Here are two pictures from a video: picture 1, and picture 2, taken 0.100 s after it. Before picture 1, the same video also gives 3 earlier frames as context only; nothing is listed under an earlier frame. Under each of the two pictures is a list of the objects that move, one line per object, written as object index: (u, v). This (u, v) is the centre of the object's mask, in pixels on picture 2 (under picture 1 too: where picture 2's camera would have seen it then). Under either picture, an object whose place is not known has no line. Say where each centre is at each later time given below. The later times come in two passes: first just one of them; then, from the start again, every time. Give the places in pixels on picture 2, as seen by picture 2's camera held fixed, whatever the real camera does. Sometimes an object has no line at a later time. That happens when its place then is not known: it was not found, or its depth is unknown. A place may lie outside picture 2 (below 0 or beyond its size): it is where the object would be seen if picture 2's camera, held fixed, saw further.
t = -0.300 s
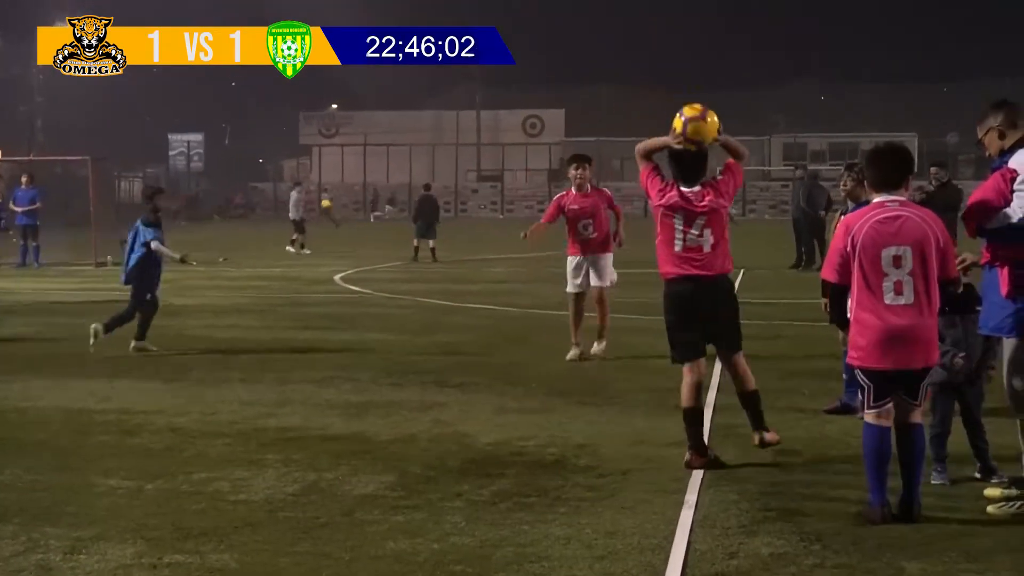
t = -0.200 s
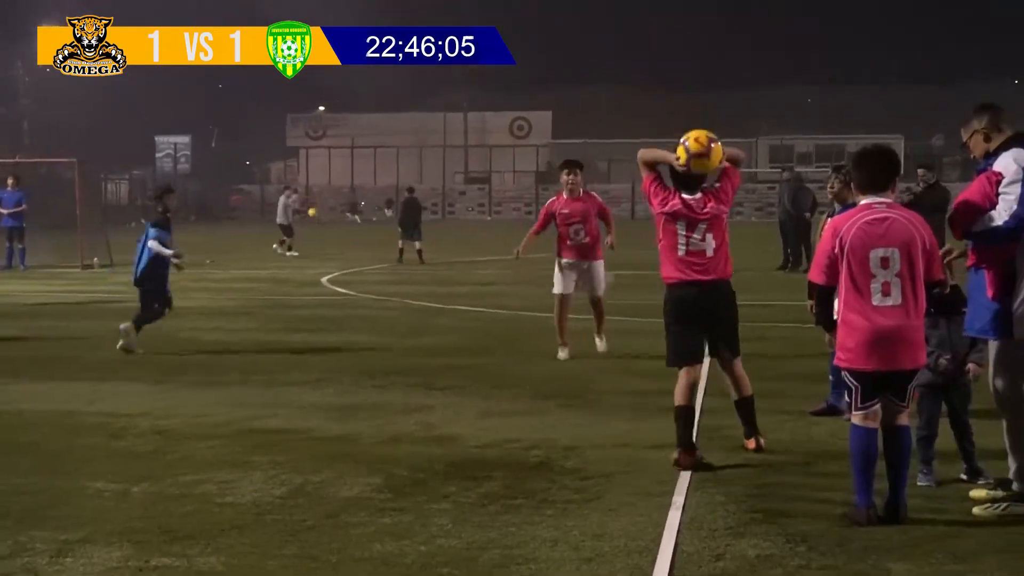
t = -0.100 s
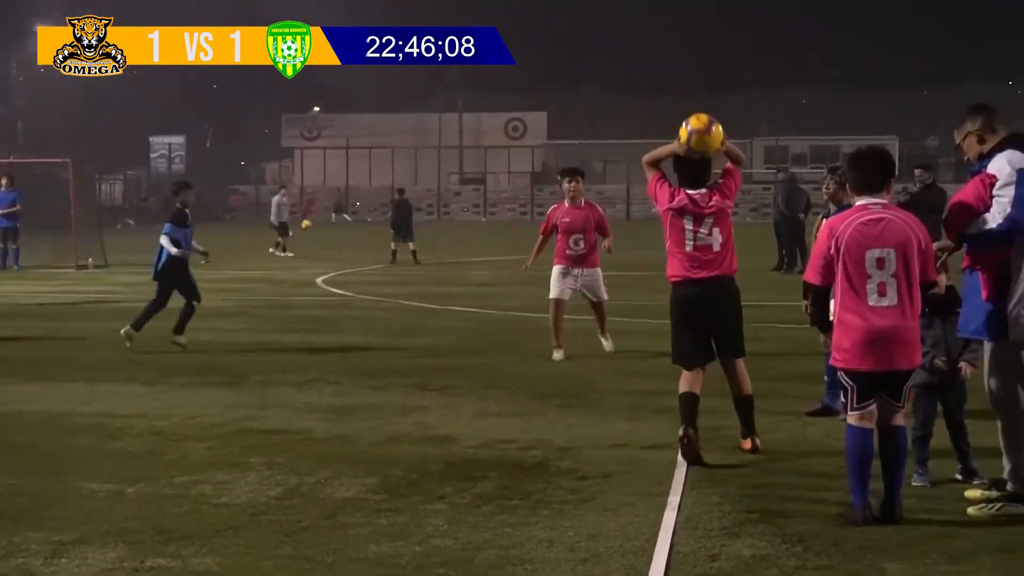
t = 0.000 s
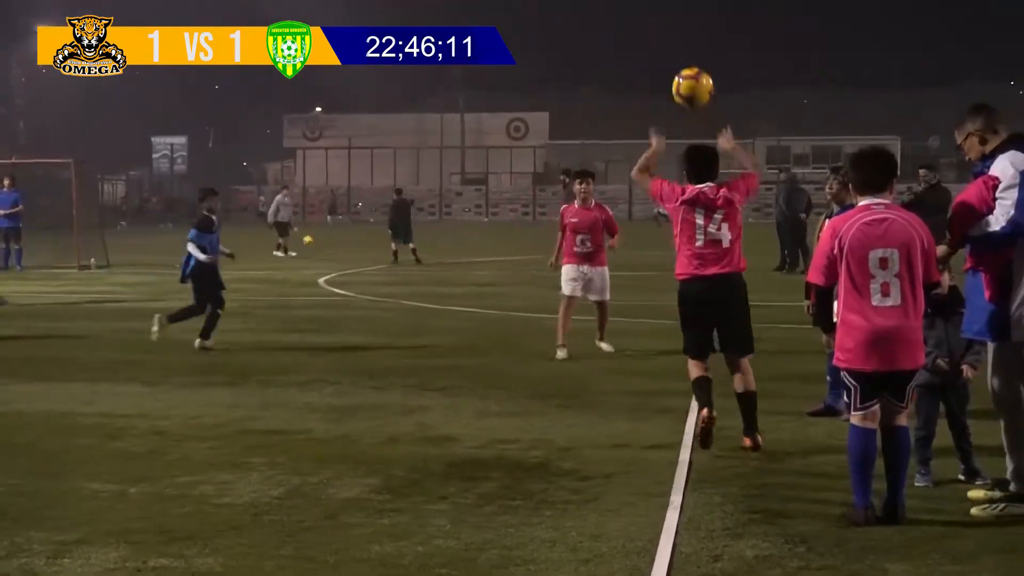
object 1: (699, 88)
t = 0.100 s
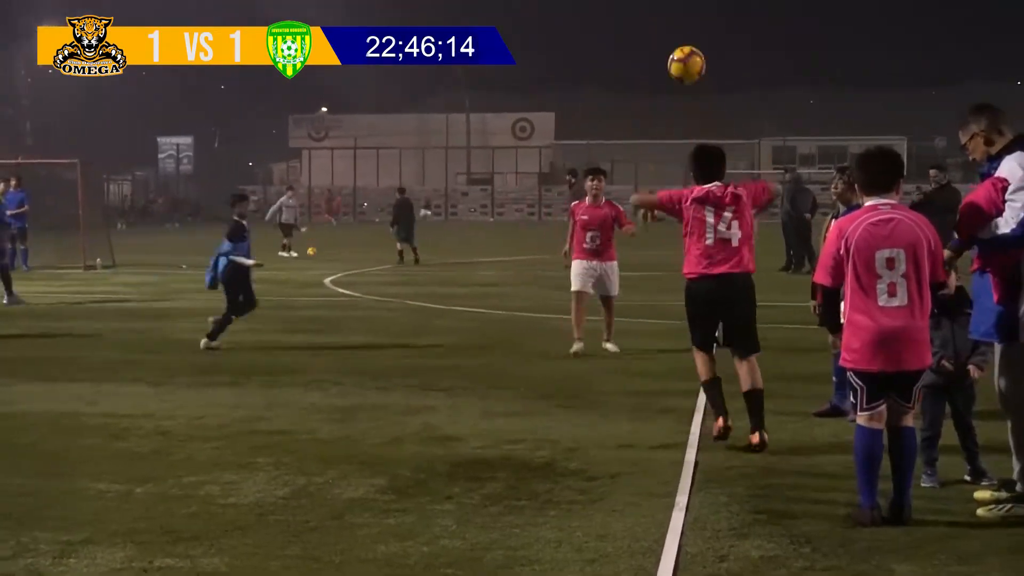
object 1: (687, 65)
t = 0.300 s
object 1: (666, 71)
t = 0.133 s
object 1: (683, 61)
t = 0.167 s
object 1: (680, 60)
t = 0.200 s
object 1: (676, 60)
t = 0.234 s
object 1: (672, 62)
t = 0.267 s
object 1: (669, 65)
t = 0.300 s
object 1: (666, 71)
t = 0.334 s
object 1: (662, 77)
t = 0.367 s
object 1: (661, 84)
